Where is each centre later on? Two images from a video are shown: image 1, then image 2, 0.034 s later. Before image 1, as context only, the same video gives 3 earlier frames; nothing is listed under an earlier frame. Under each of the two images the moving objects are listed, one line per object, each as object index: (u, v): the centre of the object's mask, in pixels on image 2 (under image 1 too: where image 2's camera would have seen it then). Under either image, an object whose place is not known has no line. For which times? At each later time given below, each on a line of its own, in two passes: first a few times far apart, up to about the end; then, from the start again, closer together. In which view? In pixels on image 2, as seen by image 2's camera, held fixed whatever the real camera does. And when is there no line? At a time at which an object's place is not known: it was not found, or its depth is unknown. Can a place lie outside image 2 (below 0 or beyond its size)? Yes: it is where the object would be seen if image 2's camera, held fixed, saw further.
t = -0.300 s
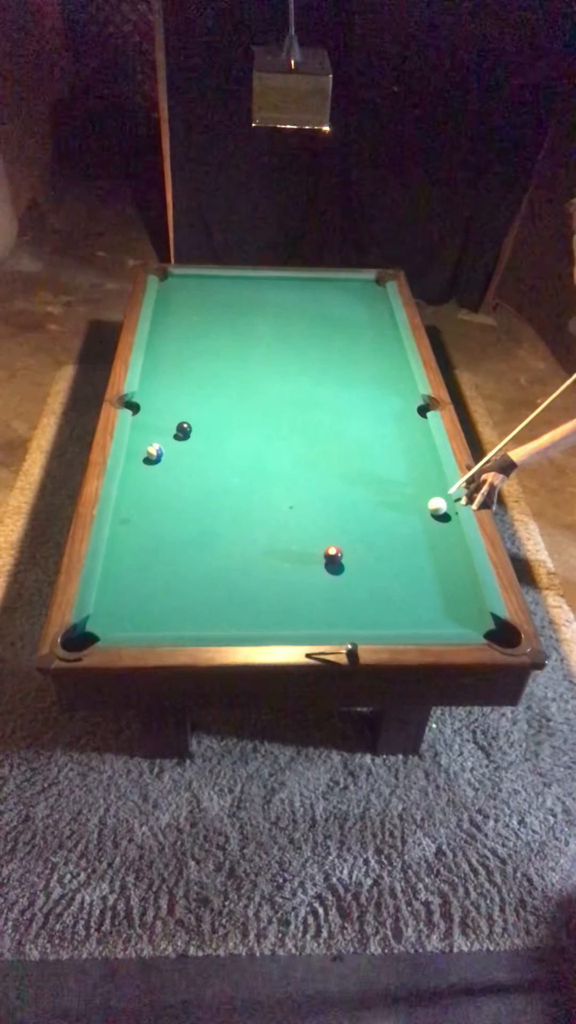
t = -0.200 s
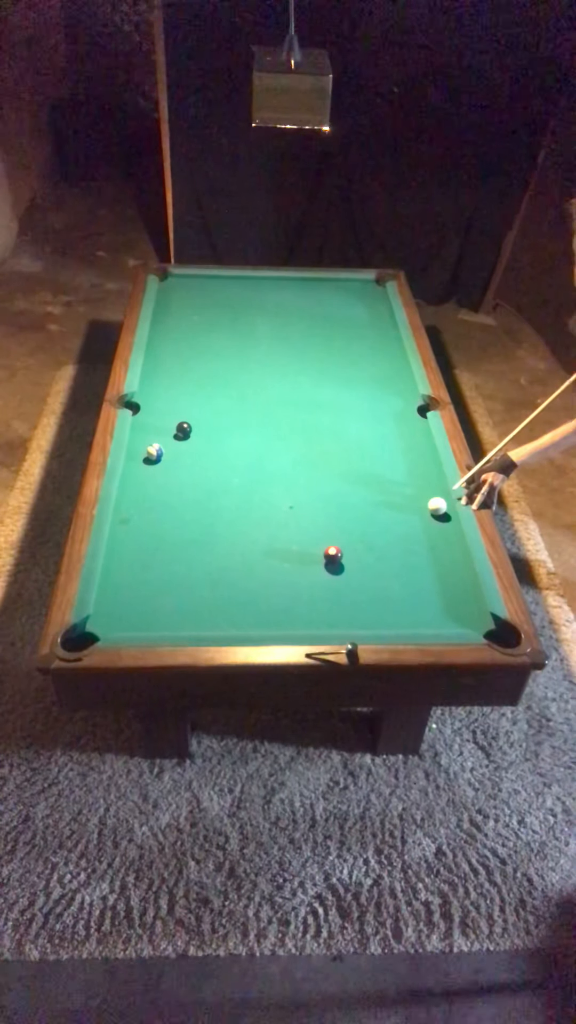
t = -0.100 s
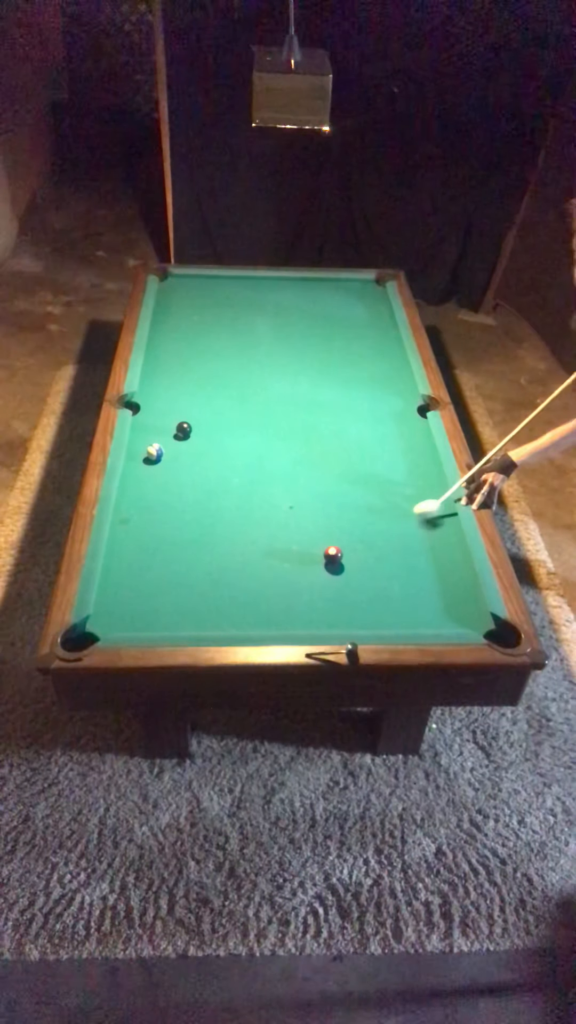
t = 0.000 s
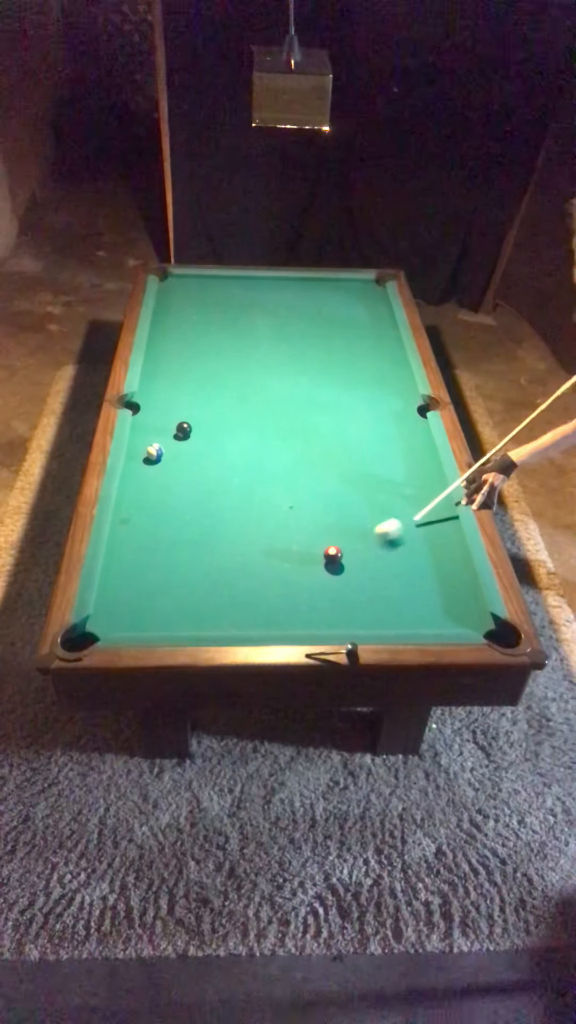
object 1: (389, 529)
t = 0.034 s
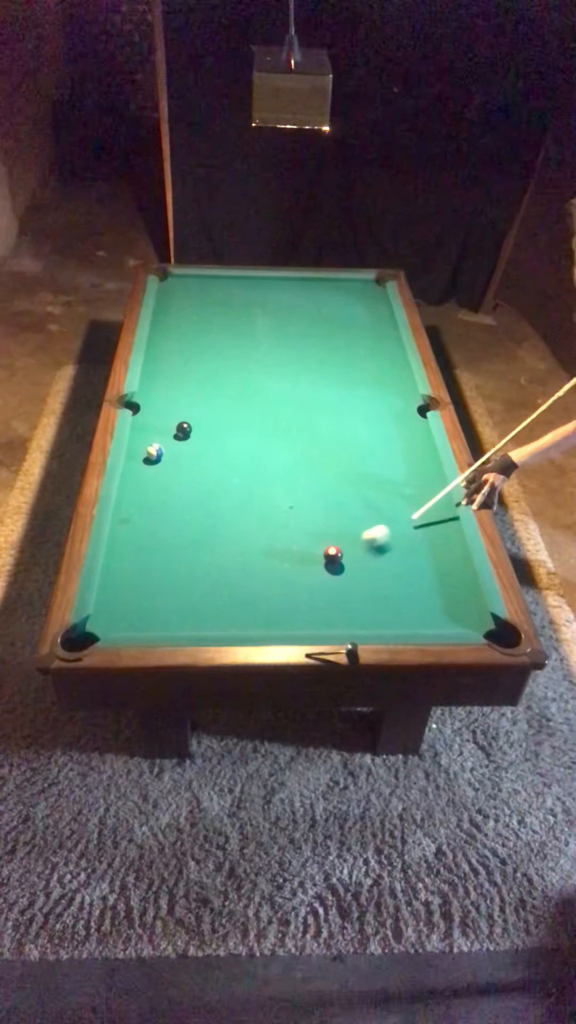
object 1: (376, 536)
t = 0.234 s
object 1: (348, 557)
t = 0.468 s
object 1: (331, 576)
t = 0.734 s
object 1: (312, 598)
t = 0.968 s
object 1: (295, 616)
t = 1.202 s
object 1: (281, 620)
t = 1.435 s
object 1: (270, 612)
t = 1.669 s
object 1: (261, 606)
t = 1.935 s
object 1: (251, 601)
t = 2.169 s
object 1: (245, 597)
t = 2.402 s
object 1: (240, 594)
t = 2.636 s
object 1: (236, 593)
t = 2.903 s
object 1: (233, 592)
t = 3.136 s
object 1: (232, 592)
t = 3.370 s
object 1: (233, 592)
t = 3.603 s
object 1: (233, 592)
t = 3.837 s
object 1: (233, 592)
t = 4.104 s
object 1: (233, 593)
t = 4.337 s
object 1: (233, 593)
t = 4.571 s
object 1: (233, 592)
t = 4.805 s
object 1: (233, 592)
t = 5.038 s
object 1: (228, 592)
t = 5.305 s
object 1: (233, 592)
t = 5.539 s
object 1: (233, 592)
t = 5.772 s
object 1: (233, 592)
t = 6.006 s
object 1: (233, 593)
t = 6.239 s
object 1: (233, 593)
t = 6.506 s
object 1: (233, 593)
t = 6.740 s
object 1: (233, 593)
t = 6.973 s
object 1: (233, 593)
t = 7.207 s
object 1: (233, 592)
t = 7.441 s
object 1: (233, 593)
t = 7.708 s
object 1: (233, 593)
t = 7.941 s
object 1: (233, 593)
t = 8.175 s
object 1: (233, 593)
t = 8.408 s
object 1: (233, 593)
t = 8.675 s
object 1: (233, 593)
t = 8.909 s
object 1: (233, 593)
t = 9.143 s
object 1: (233, 593)
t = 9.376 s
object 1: (233, 593)
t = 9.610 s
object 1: (233, 592)
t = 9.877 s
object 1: (233, 593)
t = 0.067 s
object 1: (364, 541)
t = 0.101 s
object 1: (353, 547)
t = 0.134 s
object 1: (351, 550)
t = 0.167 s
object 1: (351, 552)
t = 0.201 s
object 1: (350, 555)
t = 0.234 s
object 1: (348, 557)
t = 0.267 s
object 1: (345, 560)
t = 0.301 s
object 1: (343, 563)
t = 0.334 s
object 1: (340, 566)
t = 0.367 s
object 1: (338, 568)
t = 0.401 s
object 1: (336, 571)
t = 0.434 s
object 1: (333, 574)
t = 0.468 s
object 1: (331, 576)
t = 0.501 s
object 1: (329, 579)
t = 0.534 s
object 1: (326, 582)
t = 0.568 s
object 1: (324, 585)
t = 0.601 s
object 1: (321, 588)
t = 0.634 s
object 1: (319, 590)
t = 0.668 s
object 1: (317, 593)
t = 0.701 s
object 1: (314, 596)
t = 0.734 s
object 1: (312, 598)
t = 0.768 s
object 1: (310, 601)
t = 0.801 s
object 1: (307, 603)
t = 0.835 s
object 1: (305, 606)
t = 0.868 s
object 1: (303, 609)
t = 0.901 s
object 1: (300, 611)
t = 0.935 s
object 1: (298, 614)
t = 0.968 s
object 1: (295, 616)
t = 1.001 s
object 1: (293, 619)
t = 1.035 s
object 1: (291, 621)
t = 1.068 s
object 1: (288, 623)
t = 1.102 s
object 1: (286, 622)
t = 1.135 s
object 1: (285, 621)
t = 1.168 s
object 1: (283, 621)
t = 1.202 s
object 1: (281, 620)
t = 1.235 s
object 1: (279, 618)
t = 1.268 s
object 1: (278, 617)
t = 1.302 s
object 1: (276, 616)
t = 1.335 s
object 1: (275, 615)
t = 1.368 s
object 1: (273, 614)
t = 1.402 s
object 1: (272, 613)
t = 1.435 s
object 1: (270, 612)
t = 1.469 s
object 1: (269, 611)
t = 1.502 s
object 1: (267, 610)
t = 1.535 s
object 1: (266, 609)
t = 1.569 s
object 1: (265, 608)
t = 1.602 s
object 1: (263, 608)
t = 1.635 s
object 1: (262, 607)
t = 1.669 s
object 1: (261, 606)
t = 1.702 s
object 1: (259, 605)
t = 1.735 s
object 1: (258, 604)
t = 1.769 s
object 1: (257, 604)
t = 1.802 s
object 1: (256, 603)
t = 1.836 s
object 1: (255, 603)
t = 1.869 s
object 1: (254, 602)
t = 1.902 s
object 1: (253, 601)
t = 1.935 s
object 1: (251, 601)
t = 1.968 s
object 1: (250, 600)
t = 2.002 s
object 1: (249, 600)
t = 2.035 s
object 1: (248, 599)
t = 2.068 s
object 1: (247, 598)
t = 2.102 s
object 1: (246, 598)
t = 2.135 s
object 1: (246, 597)
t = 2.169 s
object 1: (245, 597)
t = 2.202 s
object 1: (244, 596)
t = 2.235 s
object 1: (243, 596)
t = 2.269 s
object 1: (242, 596)
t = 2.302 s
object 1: (242, 596)
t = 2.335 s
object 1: (241, 595)
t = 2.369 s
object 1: (240, 595)
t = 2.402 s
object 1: (240, 594)
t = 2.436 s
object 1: (239, 594)
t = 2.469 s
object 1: (239, 594)
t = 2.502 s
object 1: (238, 593)
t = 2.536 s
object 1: (238, 593)
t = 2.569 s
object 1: (237, 593)
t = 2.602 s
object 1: (237, 593)
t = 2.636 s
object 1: (236, 593)
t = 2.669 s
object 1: (236, 593)
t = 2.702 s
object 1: (235, 593)
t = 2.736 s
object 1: (235, 593)
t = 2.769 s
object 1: (234, 592)
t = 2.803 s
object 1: (234, 592)
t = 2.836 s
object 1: (234, 592)
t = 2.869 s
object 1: (233, 592)
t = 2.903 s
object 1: (233, 592)
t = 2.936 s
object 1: (233, 592)
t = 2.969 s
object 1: (232, 592)
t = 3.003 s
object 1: (232, 592)
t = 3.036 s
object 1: (232, 592)
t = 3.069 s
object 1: (232, 592)
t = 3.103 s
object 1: (232, 592)
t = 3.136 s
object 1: (232, 592)
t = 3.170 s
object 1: (233, 592)
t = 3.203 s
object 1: (233, 592)
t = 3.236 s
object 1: (233, 592)
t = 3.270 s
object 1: (233, 592)
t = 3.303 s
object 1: (233, 592)
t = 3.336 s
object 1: (233, 592)
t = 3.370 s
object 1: (233, 592)
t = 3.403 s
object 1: (233, 592)
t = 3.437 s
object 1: (233, 592)
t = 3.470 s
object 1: (233, 592)
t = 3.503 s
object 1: (233, 592)
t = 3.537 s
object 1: (233, 592)
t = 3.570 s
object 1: (233, 592)
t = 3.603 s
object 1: (233, 592)
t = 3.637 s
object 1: (233, 592)
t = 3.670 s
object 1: (233, 592)
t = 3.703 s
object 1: (233, 592)
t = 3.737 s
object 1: (233, 592)
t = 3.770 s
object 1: (233, 592)
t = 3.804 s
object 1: (233, 592)
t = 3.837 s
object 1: (233, 592)
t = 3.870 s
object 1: (233, 592)
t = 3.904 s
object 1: (233, 593)
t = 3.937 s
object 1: (233, 592)
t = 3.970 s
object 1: (233, 592)
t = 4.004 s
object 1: (233, 592)
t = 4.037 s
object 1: (233, 592)
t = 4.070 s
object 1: (233, 593)
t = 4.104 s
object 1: (233, 593)
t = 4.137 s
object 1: (233, 593)
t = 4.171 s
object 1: (233, 593)
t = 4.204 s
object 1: (233, 593)
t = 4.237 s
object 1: (233, 593)
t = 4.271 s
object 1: (233, 592)
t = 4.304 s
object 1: (233, 592)
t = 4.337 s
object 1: (233, 593)
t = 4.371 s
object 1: (233, 592)
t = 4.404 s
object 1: (233, 592)
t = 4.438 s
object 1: (233, 593)
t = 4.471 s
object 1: (233, 592)
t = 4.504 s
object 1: (233, 592)
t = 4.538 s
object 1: (233, 592)
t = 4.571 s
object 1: (233, 592)
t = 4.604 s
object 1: (233, 592)
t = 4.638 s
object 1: (233, 592)
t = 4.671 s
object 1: (233, 592)
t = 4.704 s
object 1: (233, 592)
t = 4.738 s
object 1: (233, 592)
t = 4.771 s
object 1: (233, 592)
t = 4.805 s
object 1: (233, 592)
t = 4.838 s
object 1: (233, 592)
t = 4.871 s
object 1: (232, 592)
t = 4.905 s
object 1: (230, 591)
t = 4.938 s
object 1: (229, 591)
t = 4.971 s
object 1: (228, 592)
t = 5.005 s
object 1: (227, 592)
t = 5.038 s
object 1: (228, 592)
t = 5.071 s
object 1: (232, 592)
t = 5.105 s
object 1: (233, 592)
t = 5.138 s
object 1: (233, 592)
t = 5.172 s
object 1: (233, 592)
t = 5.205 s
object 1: (233, 592)
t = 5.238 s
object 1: (233, 592)
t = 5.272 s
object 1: (233, 592)
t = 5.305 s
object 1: (233, 592)
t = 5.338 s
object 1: (233, 592)
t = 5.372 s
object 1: (233, 592)
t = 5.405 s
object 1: (233, 592)
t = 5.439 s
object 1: (233, 592)
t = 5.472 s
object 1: (233, 592)
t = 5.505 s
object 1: (233, 592)
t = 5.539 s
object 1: (233, 592)
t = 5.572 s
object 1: (233, 592)
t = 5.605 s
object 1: (233, 592)
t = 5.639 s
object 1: (233, 593)
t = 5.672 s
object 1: (233, 593)
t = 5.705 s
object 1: (233, 592)
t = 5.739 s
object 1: (233, 592)
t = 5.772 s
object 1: (233, 592)
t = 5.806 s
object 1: (233, 593)
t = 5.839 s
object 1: (233, 593)
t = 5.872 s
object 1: (233, 593)
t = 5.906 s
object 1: (233, 593)
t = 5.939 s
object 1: (233, 593)
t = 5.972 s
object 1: (233, 593)
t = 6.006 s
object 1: (233, 593)
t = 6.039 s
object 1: (233, 593)
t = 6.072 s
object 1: (233, 593)
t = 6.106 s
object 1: (233, 593)
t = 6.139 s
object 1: (233, 593)
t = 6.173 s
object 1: (233, 593)
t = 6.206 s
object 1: (233, 593)
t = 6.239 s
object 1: (233, 593)
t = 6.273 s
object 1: (233, 593)
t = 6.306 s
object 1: (233, 593)
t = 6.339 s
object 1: (233, 593)
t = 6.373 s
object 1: (233, 593)
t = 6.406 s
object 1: (233, 593)
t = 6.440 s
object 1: (233, 593)
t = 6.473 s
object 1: (233, 593)
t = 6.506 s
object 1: (233, 593)
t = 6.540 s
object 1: (233, 593)
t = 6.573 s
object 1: (233, 593)
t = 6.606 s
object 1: (233, 593)
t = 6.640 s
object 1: (233, 593)
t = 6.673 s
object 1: (233, 593)
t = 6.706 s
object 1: (233, 593)
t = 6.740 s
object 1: (233, 593)
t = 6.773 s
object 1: (233, 593)
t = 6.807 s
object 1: (233, 593)
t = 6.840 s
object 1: (233, 593)
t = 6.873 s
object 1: (233, 593)
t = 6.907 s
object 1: (233, 593)
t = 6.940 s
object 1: (233, 593)
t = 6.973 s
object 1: (233, 593)
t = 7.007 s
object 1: (233, 592)
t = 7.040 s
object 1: (233, 593)
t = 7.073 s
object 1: (233, 592)
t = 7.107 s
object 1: (233, 592)
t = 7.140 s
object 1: (233, 592)
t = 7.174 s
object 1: (233, 592)
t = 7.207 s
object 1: (233, 592)
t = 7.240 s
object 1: (233, 592)
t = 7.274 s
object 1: (233, 592)
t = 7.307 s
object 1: (233, 592)
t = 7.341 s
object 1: (233, 593)
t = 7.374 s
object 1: (233, 592)
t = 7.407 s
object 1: (233, 593)
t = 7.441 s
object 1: (233, 593)
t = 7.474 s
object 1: (233, 592)
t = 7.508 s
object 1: (233, 592)
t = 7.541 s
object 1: (233, 592)
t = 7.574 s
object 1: (233, 593)
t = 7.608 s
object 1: (233, 592)
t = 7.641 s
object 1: (233, 592)
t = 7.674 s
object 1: (233, 592)
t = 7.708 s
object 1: (233, 593)
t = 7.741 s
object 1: (233, 593)
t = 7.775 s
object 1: (233, 593)
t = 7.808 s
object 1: (233, 593)
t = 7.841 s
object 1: (233, 593)
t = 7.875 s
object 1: (233, 593)
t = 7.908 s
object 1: (233, 593)
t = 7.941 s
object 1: (233, 593)
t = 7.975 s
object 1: (233, 593)
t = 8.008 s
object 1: (233, 593)
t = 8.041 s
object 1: (233, 593)
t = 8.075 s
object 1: (233, 593)
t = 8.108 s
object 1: (233, 593)
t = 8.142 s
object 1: (233, 593)
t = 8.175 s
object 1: (233, 593)
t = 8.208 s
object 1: (233, 593)
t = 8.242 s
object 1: (233, 593)
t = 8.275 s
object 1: (233, 593)
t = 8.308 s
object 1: (233, 593)
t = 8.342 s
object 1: (233, 593)
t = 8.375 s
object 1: (233, 593)
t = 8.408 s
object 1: (233, 593)
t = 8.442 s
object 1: (233, 593)
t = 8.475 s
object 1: (233, 593)
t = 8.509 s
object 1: (233, 593)
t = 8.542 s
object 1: (233, 593)
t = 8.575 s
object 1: (233, 593)
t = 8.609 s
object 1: (233, 593)
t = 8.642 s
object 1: (233, 593)
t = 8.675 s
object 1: (233, 593)
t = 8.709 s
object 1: (233, 593)
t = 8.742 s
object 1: (233, 593)
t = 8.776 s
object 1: (233, 593)
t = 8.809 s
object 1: (233, 593)
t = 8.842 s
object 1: (233, 593)
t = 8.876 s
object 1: (233, 593)
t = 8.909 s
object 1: (233, 593)
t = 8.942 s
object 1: (233, 593)
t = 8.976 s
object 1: (233, 593)
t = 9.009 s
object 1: (233, 593)
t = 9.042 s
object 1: (233, 593)
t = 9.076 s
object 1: (233, 593)
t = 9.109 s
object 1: (233, 593)
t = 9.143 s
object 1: (233, 593)
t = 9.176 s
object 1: (233, 593)
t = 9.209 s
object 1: (233, 593)
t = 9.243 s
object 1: (233, 593)
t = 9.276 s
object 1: (233, 593)
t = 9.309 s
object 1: (233, 593)
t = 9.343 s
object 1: (233, 593)
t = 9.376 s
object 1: (233, 593)
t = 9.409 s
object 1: (233, 593)
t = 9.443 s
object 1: (233, 593)
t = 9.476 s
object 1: (233, 593)
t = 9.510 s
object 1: (233, 592)
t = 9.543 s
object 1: (233, 592)
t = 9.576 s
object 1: (233, 592)
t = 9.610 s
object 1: (233, 592)
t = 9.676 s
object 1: (233, 593)
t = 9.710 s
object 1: (233, 592)
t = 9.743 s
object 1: (233, 593)
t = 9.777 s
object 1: (233, 592)
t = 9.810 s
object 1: (233, 593)
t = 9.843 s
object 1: (233, 593)
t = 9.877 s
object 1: (233, 593)
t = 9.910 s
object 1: (233, 593)
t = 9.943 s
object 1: (233, 592)
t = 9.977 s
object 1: (233, 592)
